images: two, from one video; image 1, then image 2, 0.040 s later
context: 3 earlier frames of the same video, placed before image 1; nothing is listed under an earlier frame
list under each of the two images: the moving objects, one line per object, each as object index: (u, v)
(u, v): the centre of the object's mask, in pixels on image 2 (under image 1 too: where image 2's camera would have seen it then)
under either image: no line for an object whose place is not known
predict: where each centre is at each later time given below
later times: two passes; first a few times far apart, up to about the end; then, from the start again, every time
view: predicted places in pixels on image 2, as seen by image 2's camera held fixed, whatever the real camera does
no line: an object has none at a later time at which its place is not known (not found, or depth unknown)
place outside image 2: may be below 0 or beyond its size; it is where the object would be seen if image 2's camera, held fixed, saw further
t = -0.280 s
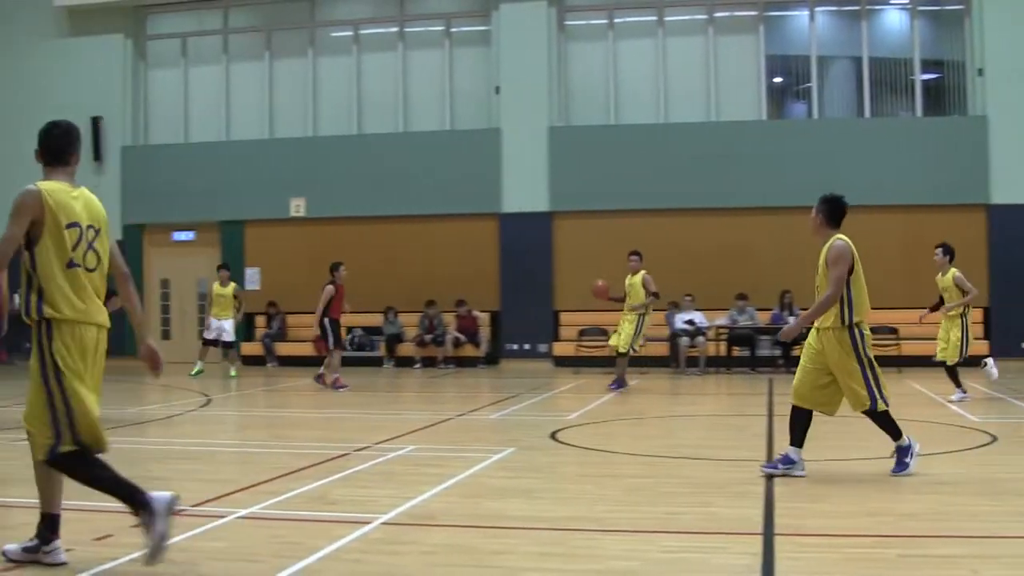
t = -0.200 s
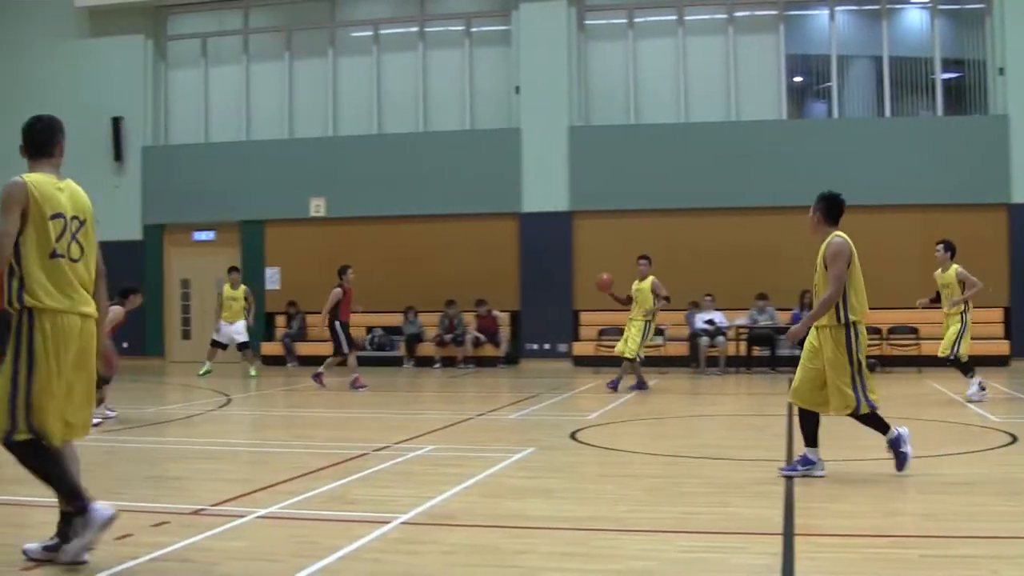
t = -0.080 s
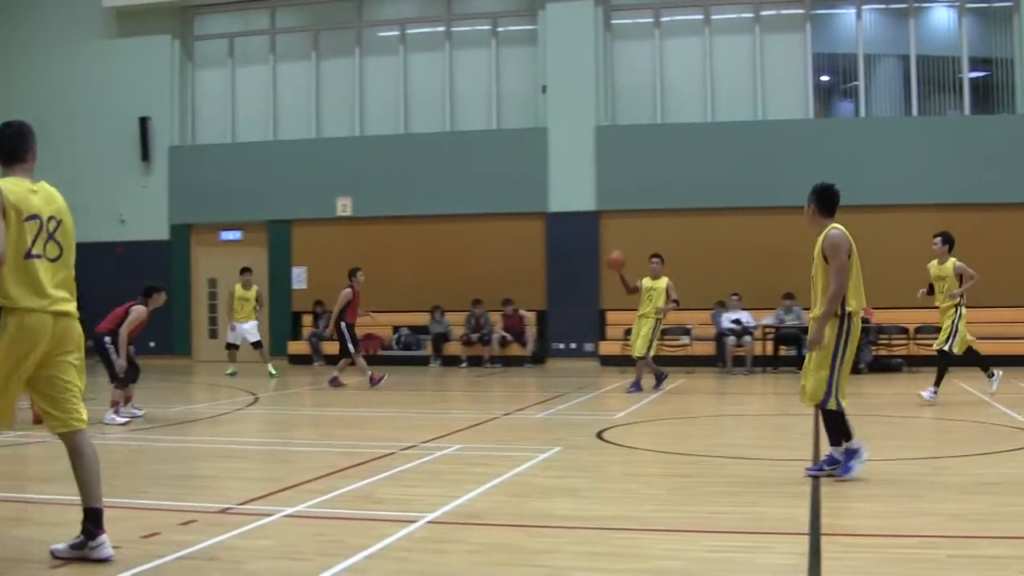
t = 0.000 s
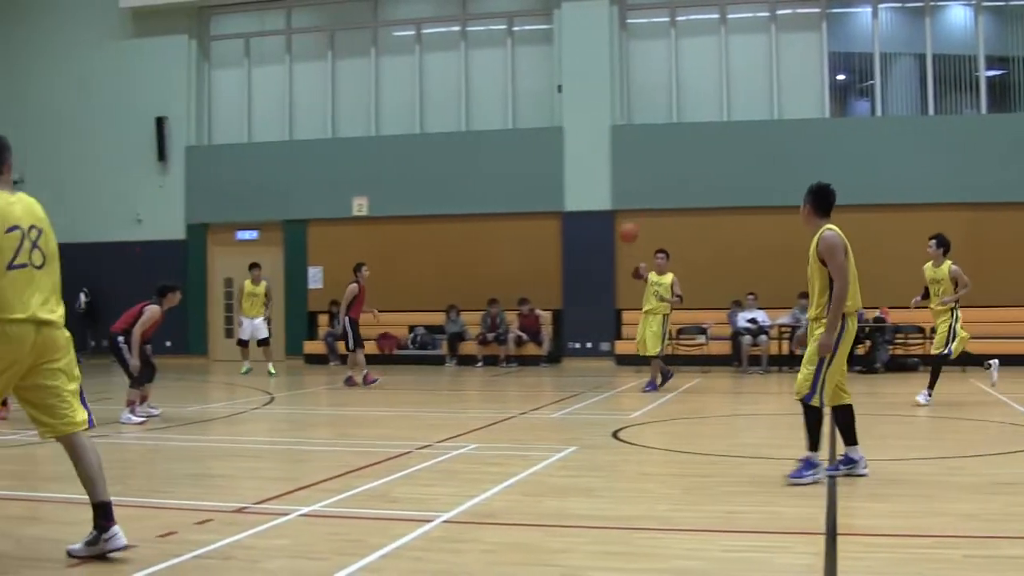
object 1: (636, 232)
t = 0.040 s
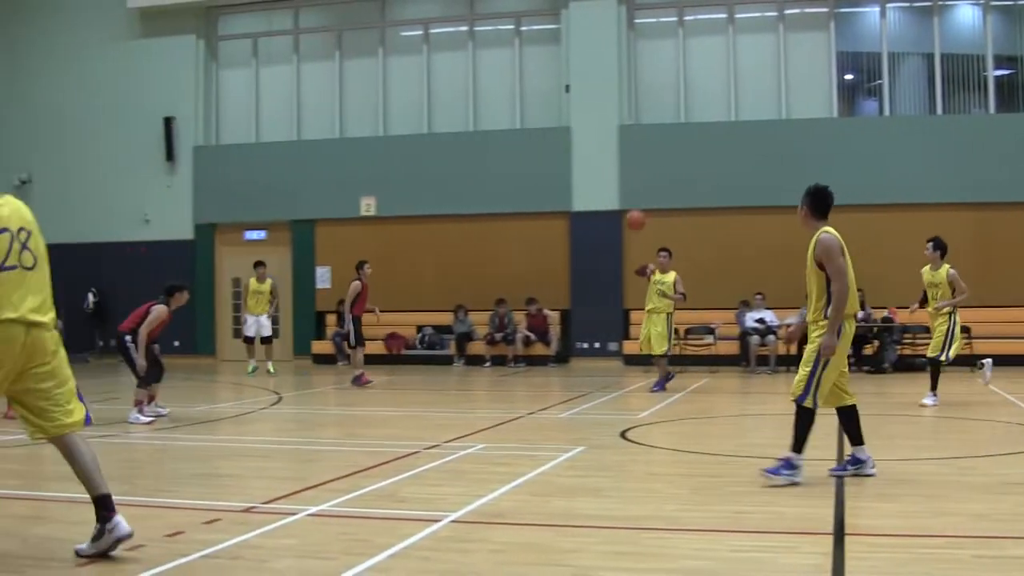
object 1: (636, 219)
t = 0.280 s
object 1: (625, 164)
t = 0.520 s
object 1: (609, 151)
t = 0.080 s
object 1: (634, 209)
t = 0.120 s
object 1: (632, 197)
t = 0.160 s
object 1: (630, 188)
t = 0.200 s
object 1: (629, 179)
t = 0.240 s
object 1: (627, 171)
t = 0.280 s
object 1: (625, 164)
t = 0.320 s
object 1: (622, 159)
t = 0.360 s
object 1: (620, 154)
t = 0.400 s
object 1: (617, 151)
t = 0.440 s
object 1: (615, 150)
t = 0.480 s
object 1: (612, 150)
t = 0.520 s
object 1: (609, 151)
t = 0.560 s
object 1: (605, 155)
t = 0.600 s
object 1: (602, 161)
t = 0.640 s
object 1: (599, 169)
